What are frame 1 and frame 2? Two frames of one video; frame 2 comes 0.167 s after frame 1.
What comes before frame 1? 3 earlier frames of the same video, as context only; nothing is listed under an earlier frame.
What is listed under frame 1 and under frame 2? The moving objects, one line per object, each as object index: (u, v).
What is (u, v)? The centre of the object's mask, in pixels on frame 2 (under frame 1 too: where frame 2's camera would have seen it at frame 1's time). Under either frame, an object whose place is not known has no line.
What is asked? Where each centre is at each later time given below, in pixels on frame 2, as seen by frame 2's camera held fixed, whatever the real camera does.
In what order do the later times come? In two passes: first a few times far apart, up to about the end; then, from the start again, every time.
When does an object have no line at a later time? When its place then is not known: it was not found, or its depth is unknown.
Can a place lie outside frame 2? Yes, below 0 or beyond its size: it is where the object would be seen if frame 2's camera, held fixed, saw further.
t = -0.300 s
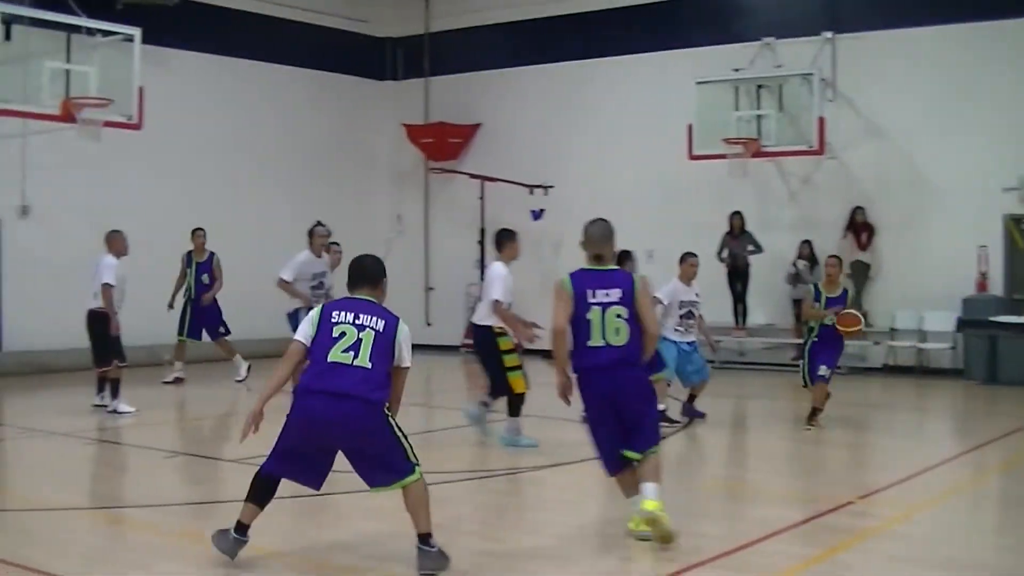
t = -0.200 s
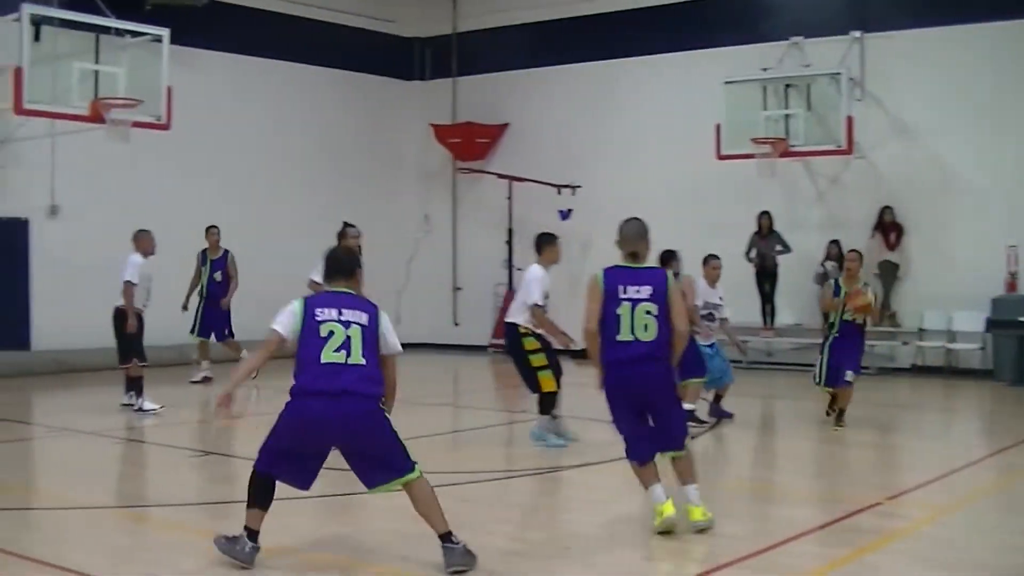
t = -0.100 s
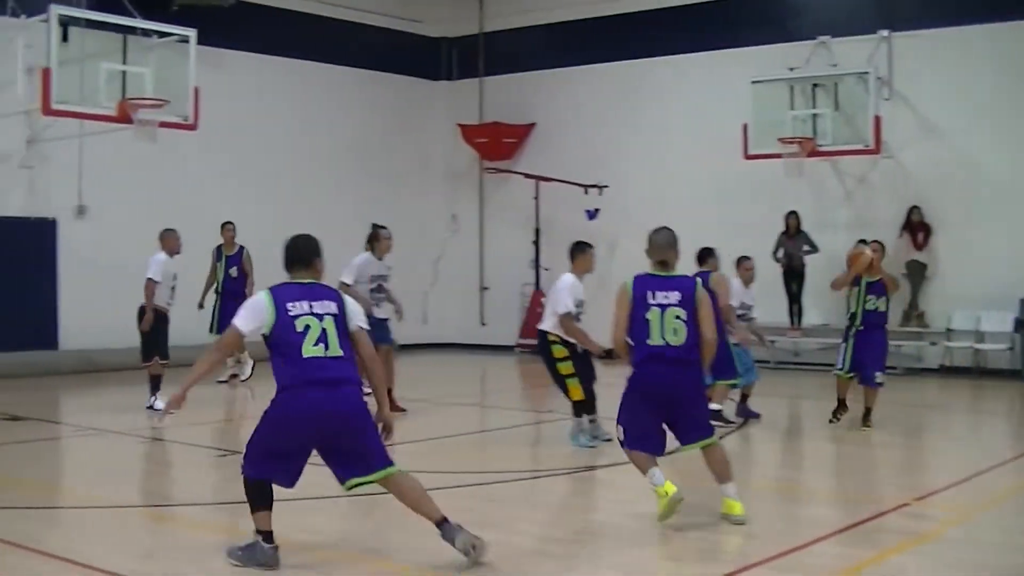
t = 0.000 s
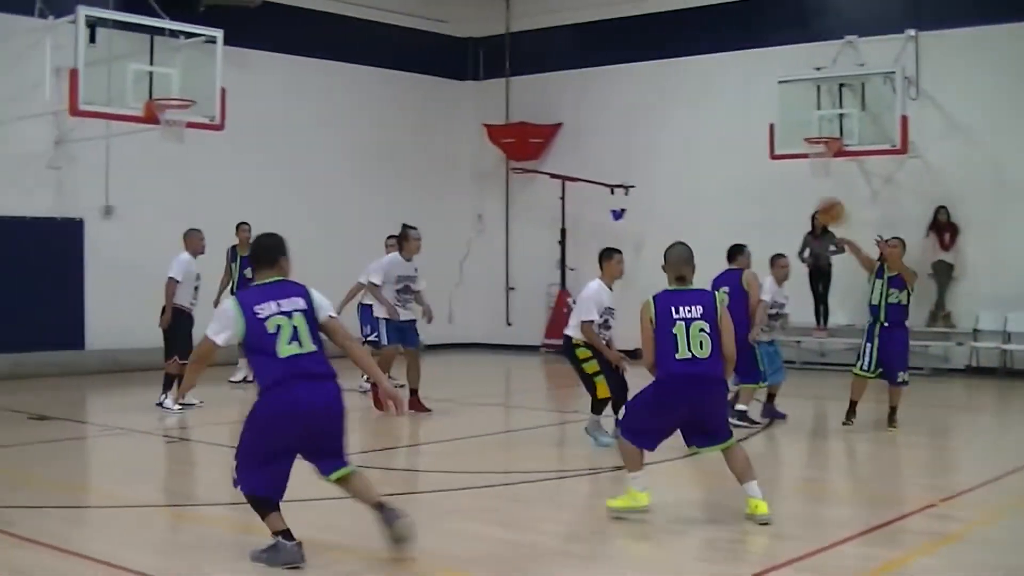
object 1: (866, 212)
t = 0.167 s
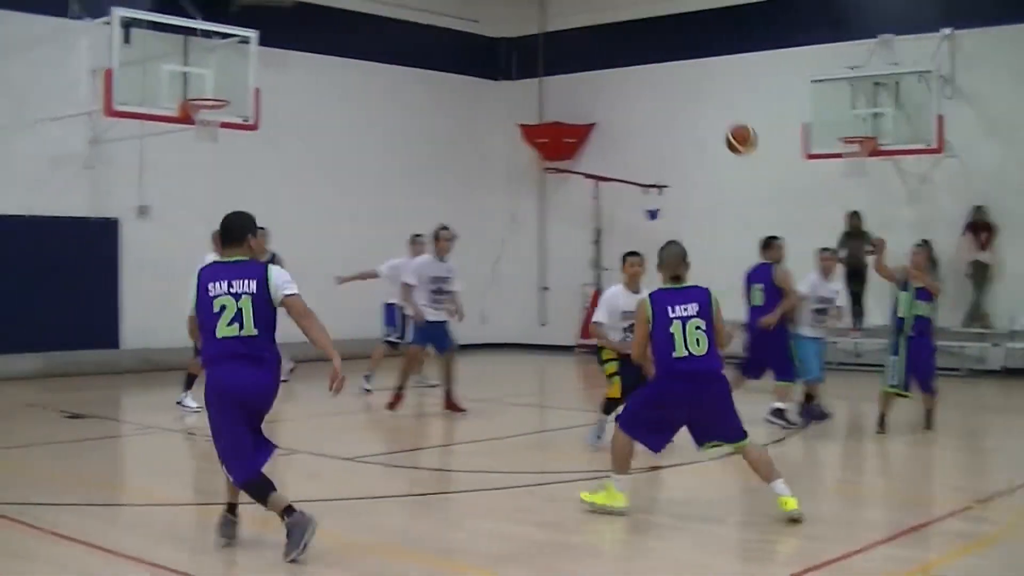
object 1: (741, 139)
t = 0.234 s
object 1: (686, 119)
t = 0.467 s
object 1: (475, 85)
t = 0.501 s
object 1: (440, 87)
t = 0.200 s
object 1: (714, 128)
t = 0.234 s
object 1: (686, 119)
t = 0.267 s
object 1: (657, 110)
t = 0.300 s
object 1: (629, 101)
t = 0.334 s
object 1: (598, 96)
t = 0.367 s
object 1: (570, 93)
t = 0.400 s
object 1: (539, 88)
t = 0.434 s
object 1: (505, 87)
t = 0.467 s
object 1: (475, 85)
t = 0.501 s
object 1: (440, 87)
